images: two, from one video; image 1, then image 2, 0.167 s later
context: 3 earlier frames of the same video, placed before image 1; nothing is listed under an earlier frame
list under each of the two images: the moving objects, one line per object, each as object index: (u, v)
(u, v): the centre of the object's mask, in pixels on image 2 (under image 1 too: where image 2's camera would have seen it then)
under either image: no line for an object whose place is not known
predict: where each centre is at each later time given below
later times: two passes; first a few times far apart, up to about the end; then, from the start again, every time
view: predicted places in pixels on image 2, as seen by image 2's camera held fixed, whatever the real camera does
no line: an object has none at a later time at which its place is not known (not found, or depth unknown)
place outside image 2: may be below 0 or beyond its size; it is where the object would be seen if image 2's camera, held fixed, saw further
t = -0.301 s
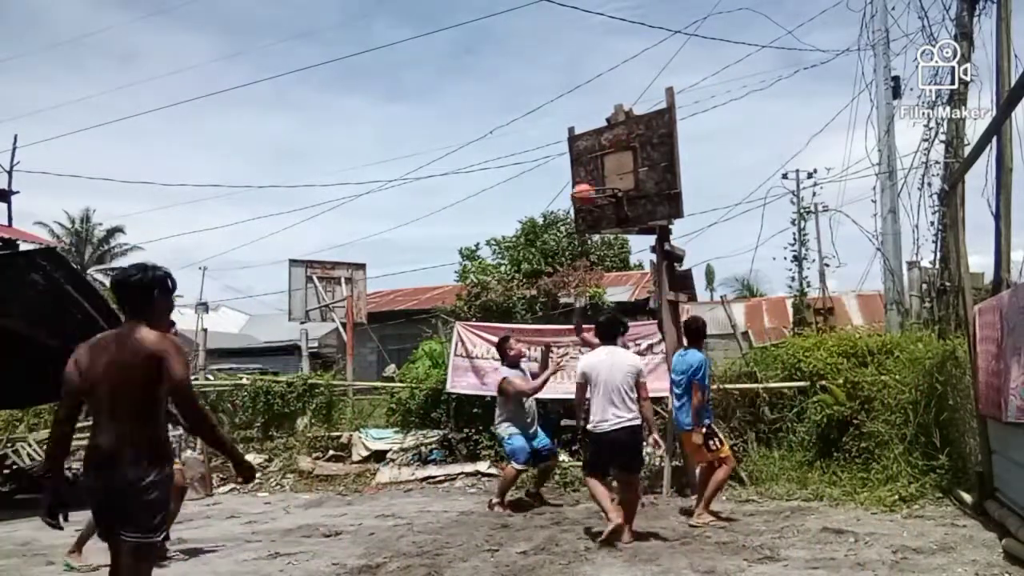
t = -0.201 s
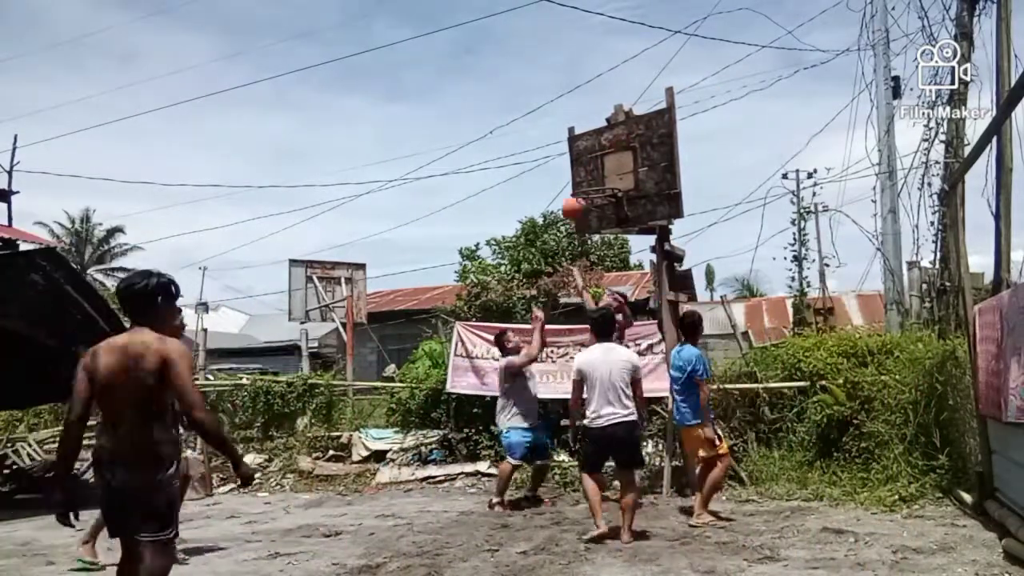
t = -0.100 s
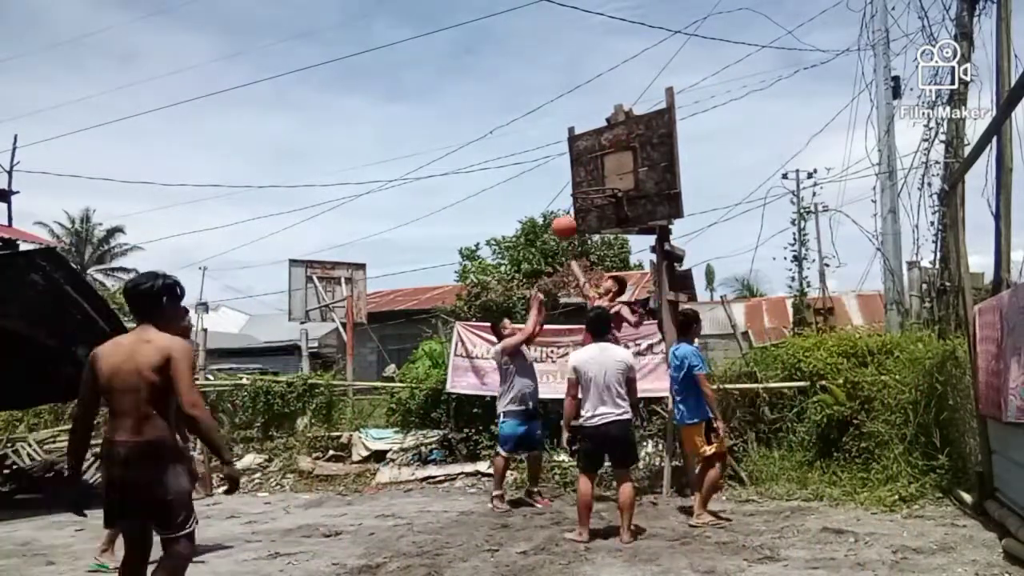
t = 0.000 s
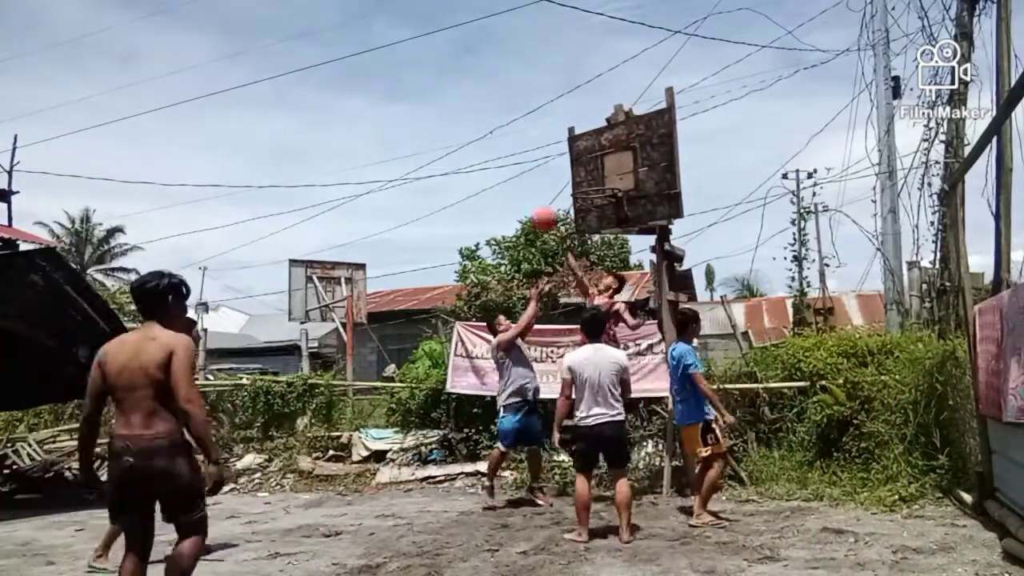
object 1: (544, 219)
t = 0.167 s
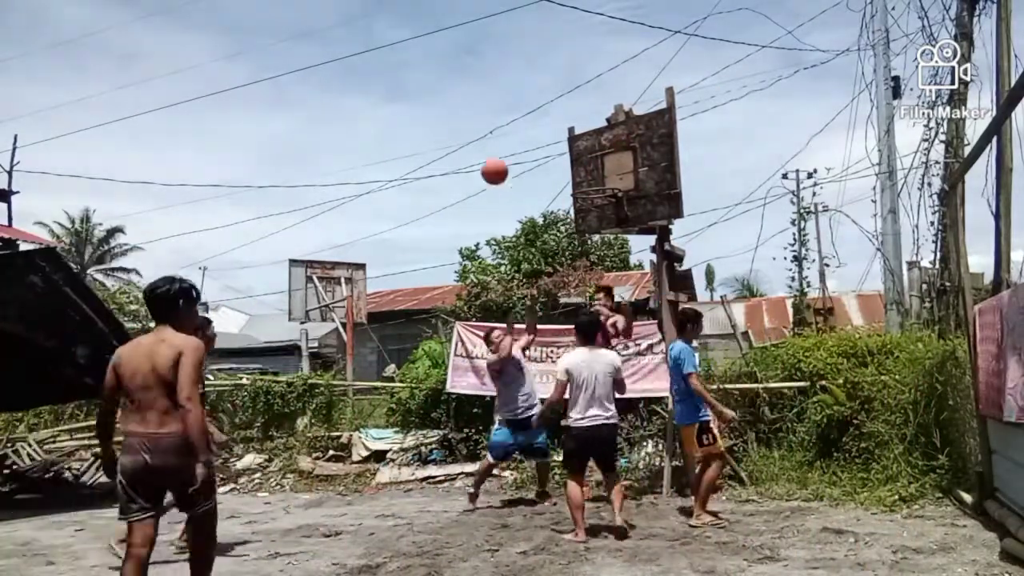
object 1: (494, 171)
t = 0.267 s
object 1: (461, 153)
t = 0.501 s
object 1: (364, 151)
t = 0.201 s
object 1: (484, 165)
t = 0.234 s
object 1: (472, 158)
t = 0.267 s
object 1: (461, 153)
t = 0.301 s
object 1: (449, 149)
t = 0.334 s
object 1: (436, 145)
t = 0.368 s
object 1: (423, 144)
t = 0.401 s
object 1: (409, 144)
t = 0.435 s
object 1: (395, 145)
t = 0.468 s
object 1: (379, 147)
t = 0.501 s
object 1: (364, 151)
